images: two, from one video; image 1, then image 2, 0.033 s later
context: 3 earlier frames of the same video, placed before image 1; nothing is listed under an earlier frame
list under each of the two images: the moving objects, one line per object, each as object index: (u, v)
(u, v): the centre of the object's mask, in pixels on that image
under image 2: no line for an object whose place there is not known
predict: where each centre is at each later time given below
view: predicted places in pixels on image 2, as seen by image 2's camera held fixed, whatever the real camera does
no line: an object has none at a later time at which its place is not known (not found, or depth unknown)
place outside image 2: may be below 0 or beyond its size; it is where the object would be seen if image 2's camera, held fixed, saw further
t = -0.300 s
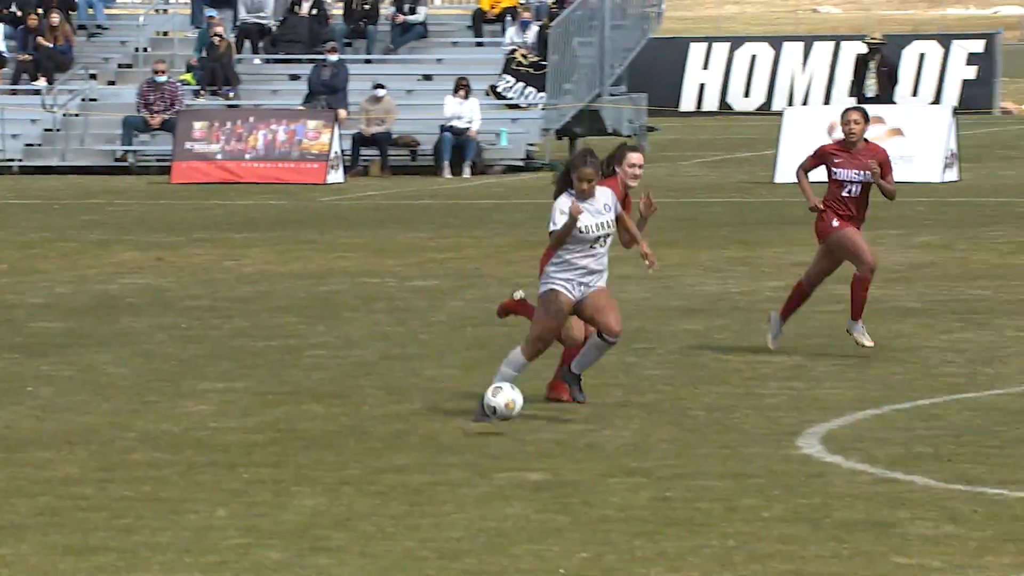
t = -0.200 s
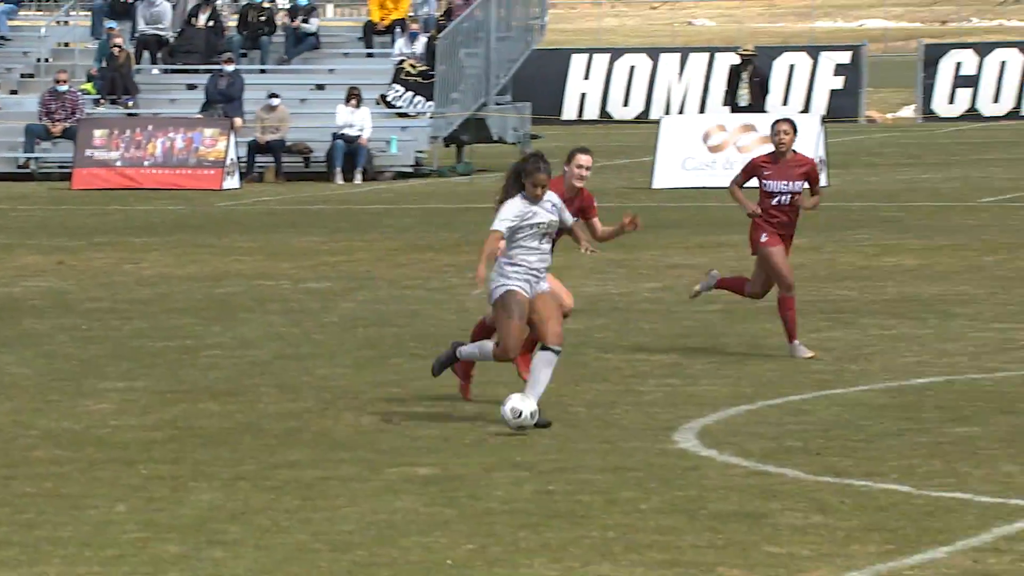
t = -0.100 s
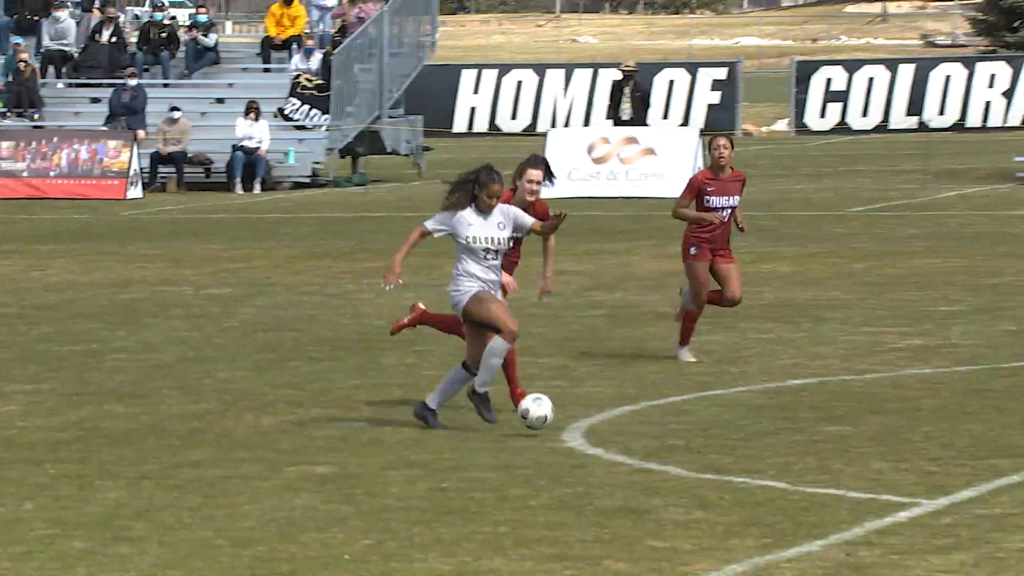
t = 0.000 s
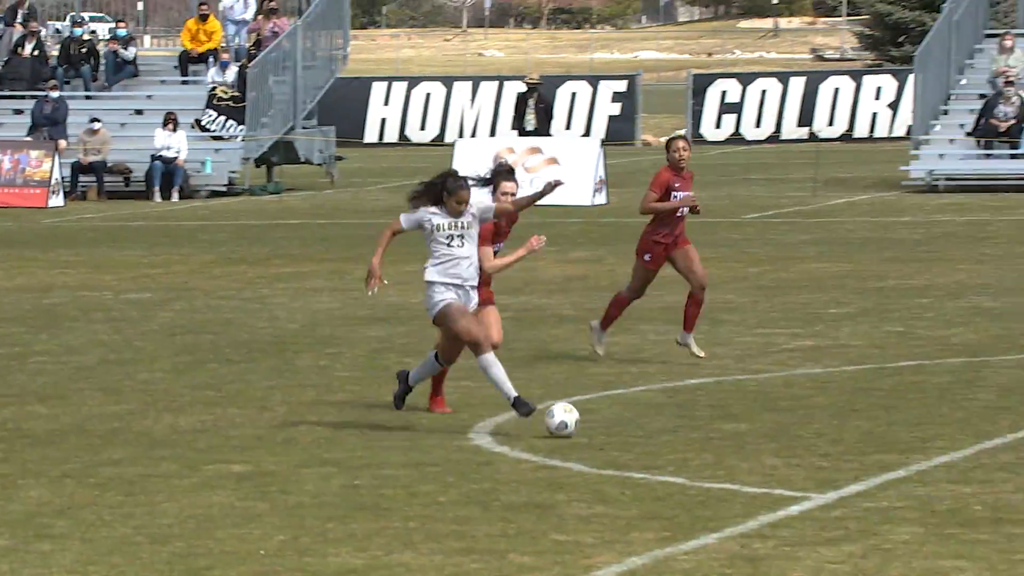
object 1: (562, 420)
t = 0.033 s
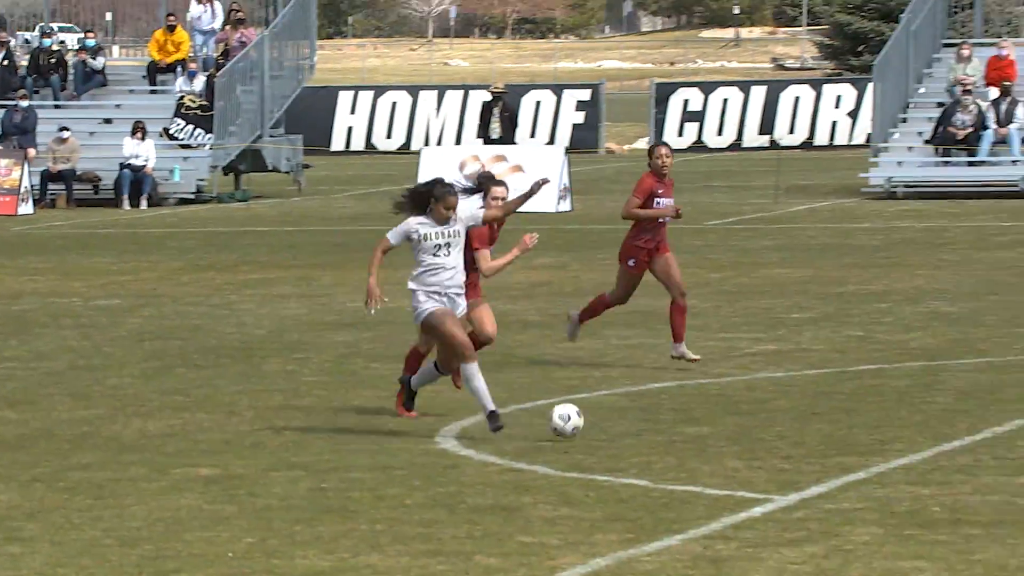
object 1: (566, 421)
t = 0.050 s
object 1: (587, 421)
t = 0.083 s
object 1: (629, 425)
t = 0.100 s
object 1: (649, 426)
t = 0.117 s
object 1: (667, 429)
